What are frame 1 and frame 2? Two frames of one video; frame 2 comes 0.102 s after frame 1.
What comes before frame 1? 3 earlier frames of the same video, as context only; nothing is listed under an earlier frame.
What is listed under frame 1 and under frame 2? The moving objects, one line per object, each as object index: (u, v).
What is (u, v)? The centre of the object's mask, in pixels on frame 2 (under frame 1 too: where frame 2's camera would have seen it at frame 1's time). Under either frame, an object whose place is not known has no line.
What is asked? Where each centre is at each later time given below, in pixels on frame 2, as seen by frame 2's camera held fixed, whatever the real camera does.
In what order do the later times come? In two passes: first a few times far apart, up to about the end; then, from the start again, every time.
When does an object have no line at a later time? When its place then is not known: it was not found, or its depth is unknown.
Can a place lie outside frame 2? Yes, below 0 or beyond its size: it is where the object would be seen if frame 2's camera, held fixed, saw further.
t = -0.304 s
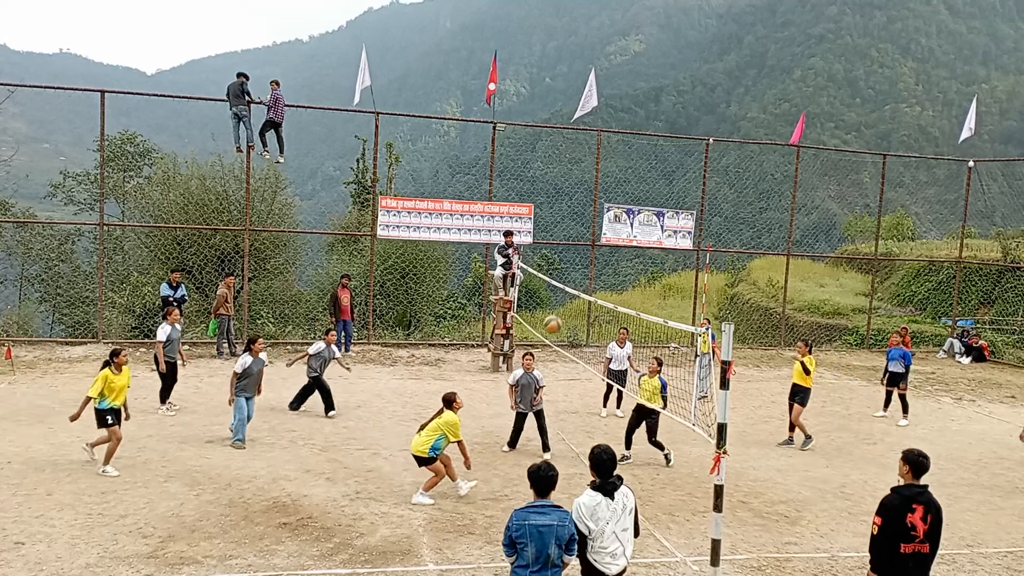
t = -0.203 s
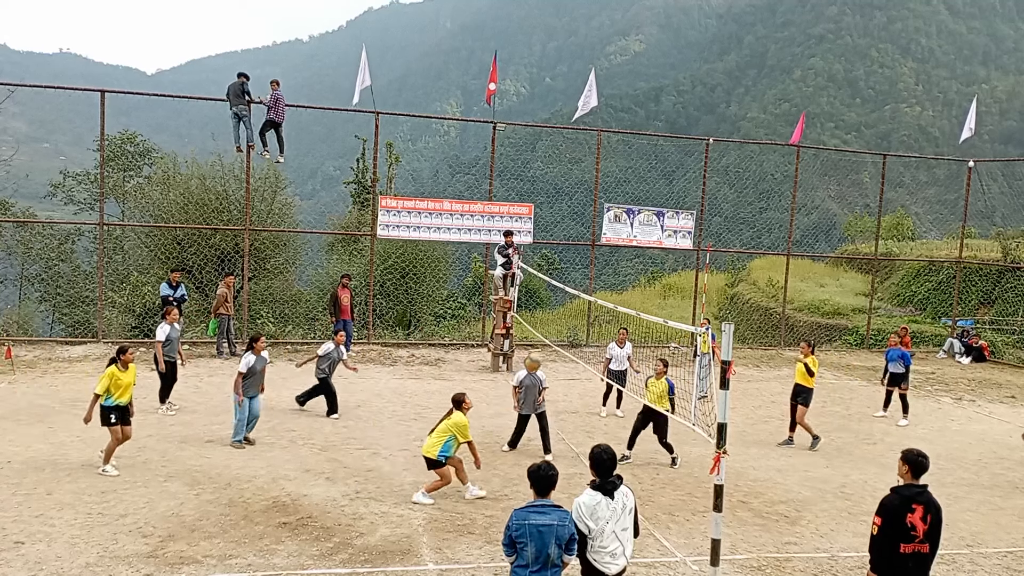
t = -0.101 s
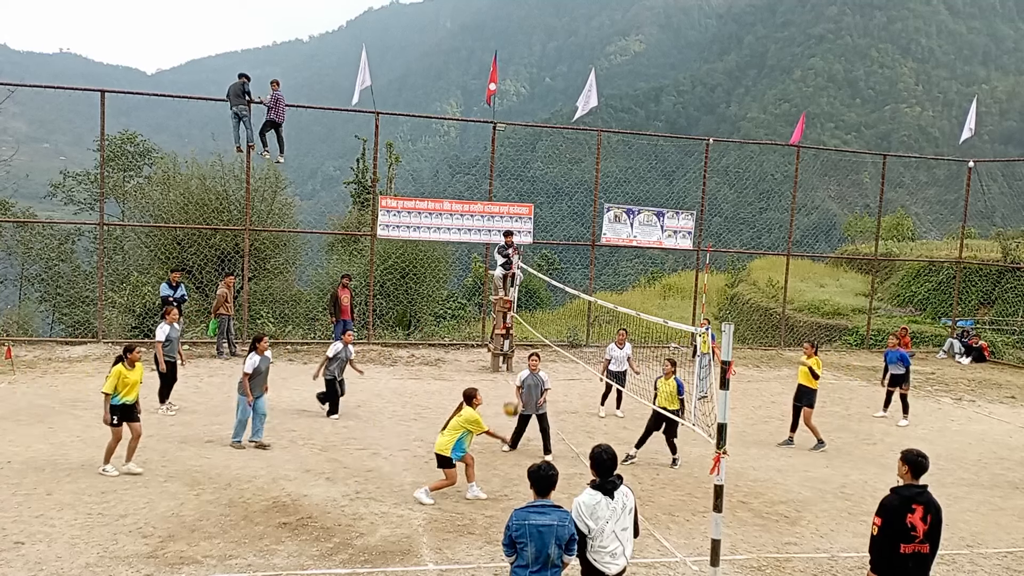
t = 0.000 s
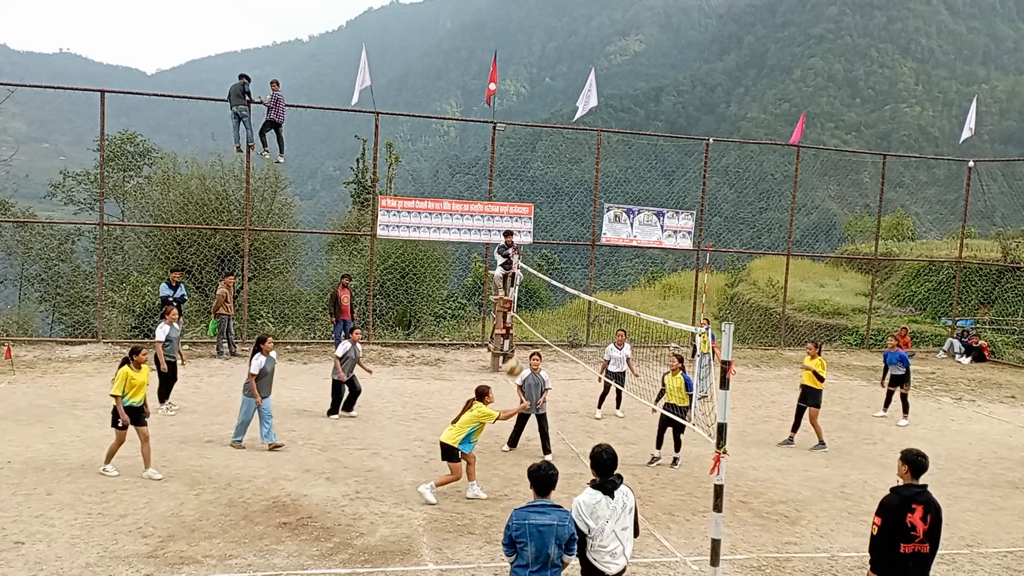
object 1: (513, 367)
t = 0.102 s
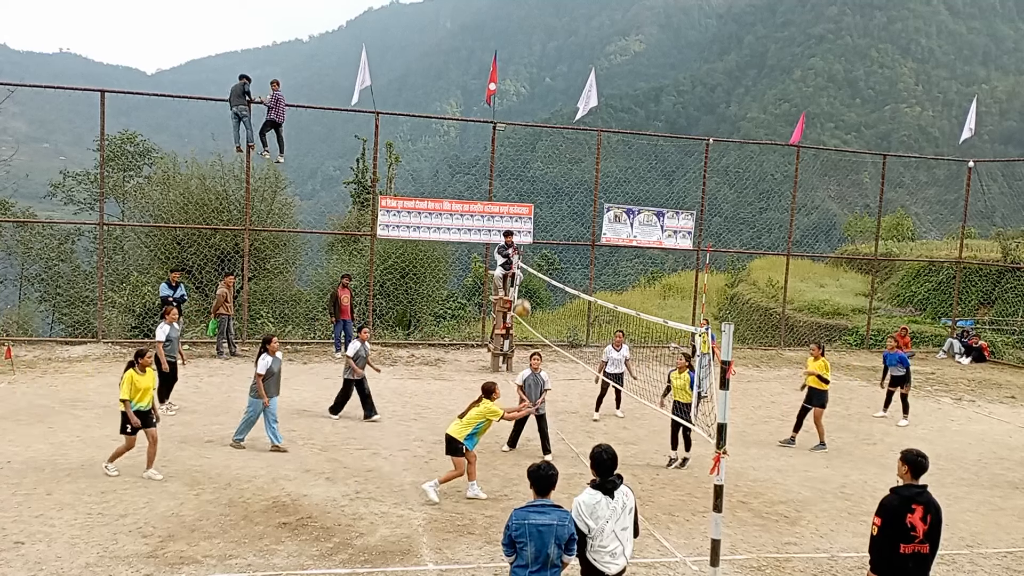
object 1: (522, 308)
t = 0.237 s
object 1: (531, 243)
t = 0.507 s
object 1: (544, 162)
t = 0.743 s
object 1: (552, 142)
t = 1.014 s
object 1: (557, 173)
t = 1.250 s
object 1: (558, 242)
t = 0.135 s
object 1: (526, 290)
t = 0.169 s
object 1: (528, 273)
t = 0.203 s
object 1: (529, 257)
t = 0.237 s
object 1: (531, 243)
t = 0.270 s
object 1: (533, 229)
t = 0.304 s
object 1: (535, 216)
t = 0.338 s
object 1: (537, 205)
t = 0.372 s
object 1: (538, 195)
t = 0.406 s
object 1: (540, 185)
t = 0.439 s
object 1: (541, 176)
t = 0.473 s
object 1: (543, 169)
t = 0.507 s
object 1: (544, 162)
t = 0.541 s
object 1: (545, 157)
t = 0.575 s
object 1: (546, 153)
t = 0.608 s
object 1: (548, 148)
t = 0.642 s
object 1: (549, 145)
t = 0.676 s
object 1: (550, 144)
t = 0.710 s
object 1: (551, 142)
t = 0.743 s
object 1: (552, 142)
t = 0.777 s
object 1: (553, 143)
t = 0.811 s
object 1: (554, 145)
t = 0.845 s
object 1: (554, 147)
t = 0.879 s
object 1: (555, 151)
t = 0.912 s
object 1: (555, 155)
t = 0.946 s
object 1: (556, 160)
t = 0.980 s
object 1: (556, 166)
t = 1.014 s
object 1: (557, 173)
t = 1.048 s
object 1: (557, 180)
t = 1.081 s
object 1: (557, 189)
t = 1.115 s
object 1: (558, 198)
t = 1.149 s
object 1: (558, 208)
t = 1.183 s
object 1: (558, 219)
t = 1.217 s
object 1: (558, 231)
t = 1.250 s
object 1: (558, 242)
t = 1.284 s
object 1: (559, 255)
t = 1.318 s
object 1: (559, 268)
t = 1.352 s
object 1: (559, 282)
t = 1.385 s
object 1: (559, 297)
